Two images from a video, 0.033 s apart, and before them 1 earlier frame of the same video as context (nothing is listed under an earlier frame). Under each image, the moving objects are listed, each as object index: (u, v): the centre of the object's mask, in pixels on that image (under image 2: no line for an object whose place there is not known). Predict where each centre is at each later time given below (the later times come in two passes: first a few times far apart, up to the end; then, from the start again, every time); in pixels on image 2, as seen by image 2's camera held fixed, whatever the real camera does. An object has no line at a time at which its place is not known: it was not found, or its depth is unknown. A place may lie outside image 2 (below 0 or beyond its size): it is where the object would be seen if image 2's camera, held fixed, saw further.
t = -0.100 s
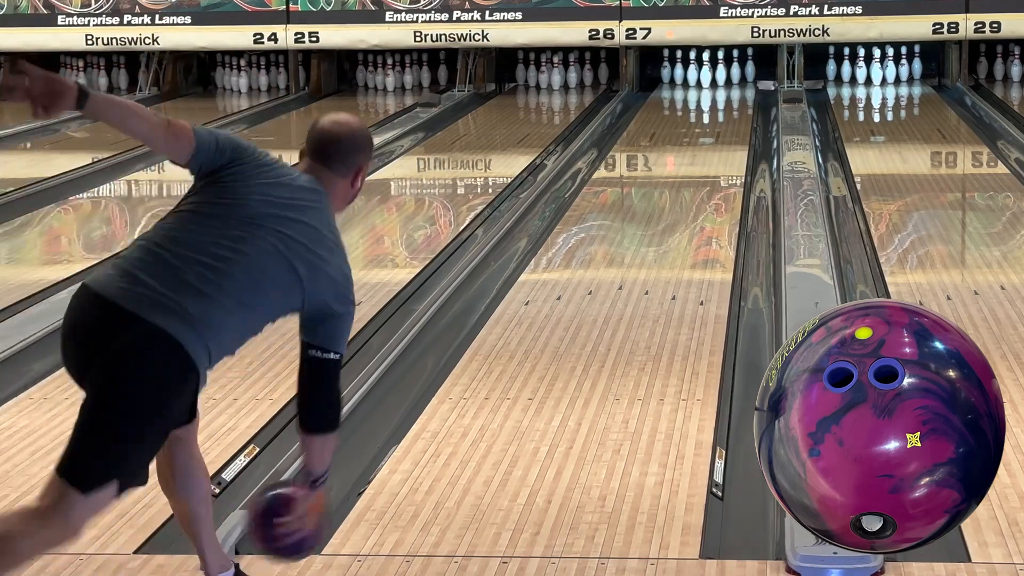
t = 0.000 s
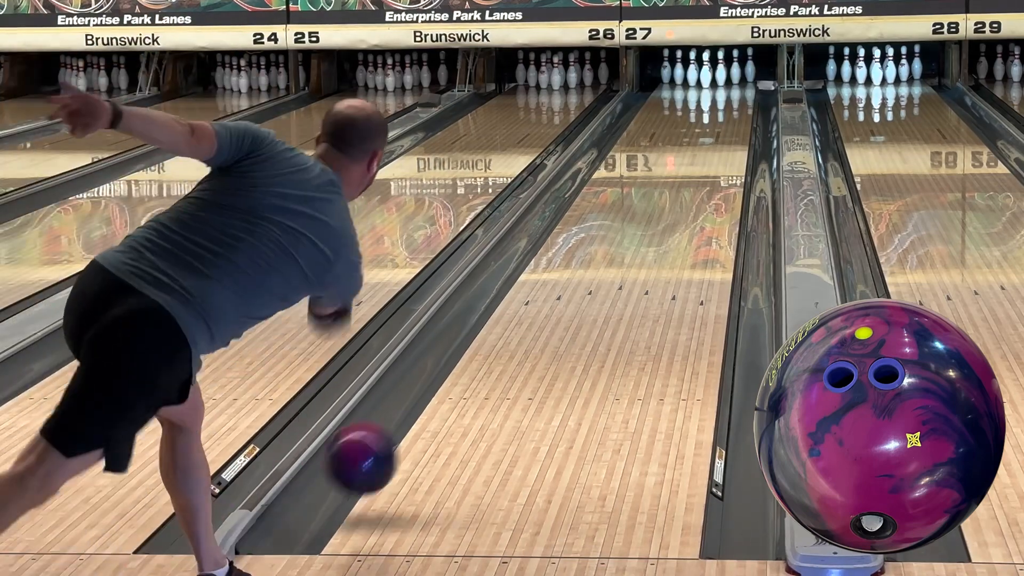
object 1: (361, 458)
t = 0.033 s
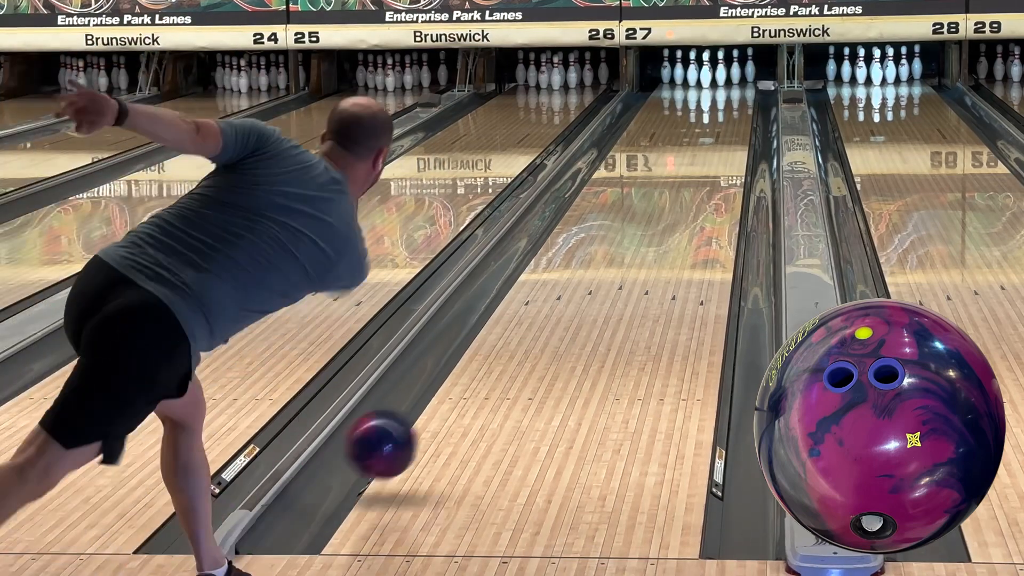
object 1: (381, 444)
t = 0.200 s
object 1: (466, 386)
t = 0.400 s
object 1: (538, 315)
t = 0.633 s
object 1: (596, 256)
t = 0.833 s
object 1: (633, 219)
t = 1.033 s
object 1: (662, 189)
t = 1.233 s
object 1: (684, 165)
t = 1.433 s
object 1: (702, 145)
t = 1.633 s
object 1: (717, 127)
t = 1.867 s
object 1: (727, 111)
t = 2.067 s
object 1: (729, 99)
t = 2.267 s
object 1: (724, 90)
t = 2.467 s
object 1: (715, 81)
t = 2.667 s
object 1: (709, 76)
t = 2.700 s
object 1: (708, 76)
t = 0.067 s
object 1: (401, 433)
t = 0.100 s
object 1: (419, 426)
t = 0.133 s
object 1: (437, 415)
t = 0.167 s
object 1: (452, 399)
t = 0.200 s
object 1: (466, 386)
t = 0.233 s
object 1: (480, 372)
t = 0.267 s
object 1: (493, 360)
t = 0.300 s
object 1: (505, 348)
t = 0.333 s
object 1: (516, 336)
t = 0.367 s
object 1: (527, 325)
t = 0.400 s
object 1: (538, 315)
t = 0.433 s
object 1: (547, 306)
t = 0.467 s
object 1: (556, 296)
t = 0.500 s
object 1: (565, 288)
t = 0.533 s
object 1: (573, 279)
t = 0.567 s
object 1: (581, 271)
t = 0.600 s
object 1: (588, 264)
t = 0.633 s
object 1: (596, 256)
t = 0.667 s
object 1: (603, 250)
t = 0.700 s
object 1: (609, 243)
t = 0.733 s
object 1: (615, 237)
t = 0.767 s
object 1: (621, 231)
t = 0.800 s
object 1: (627, 225)
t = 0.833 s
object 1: (633, 219)
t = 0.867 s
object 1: (638, 214)
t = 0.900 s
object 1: (643, 209)
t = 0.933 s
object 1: (648, 204)
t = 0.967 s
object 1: (652, 199)
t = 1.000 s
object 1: (657, 194)
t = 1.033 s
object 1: (662, 189)
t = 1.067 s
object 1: (665, 185)
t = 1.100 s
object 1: (669, 180)
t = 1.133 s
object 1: (673, 176)
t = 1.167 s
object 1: (677, 172)
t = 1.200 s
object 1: (681, 168)
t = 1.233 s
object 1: (684, 165)
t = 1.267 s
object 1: (688, 161)
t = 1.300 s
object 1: (691, 157)
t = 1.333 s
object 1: (694, 154)
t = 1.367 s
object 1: (697, 151)
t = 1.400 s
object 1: (700, 148)
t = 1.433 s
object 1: (702, 145)
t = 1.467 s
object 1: (705, 142)
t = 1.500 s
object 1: (708, 139)
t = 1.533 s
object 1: (710, 136)
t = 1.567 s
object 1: (713, 133)
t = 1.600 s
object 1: (715, 130)
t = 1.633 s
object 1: (717, 127)
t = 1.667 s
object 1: (719, 125)
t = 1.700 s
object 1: (720, 123)
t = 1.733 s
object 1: (722, 120)
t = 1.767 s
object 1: (724, 118)
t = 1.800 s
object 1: (726, 115)
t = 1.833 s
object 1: (726, 113)
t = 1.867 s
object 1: (727, 111)
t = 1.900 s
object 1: (728, 109)
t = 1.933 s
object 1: (728, 107)
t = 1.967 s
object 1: (729, 105)
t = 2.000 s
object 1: (729, 103)
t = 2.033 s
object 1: (729, 101)
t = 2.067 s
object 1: (729, 99)
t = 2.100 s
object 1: (728, 97)
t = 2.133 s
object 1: (728, 96)
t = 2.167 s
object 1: (727, 94)
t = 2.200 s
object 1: (726, 93)
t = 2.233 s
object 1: (726, 91)
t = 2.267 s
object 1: (724, 90)
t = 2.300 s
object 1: (722, 88)
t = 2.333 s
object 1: (722, 87)
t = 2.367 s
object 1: (720, 85)
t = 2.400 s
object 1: (718, 84)
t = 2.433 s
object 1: (716, 83)
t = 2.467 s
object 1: (715, 81)
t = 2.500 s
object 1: (713, 80)
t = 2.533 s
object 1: (711, 79)
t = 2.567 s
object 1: (711, 78)
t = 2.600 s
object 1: (711, 77)
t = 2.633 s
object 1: (710, 77)
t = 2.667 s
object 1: (709, 76)
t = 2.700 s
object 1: (708, 76)
